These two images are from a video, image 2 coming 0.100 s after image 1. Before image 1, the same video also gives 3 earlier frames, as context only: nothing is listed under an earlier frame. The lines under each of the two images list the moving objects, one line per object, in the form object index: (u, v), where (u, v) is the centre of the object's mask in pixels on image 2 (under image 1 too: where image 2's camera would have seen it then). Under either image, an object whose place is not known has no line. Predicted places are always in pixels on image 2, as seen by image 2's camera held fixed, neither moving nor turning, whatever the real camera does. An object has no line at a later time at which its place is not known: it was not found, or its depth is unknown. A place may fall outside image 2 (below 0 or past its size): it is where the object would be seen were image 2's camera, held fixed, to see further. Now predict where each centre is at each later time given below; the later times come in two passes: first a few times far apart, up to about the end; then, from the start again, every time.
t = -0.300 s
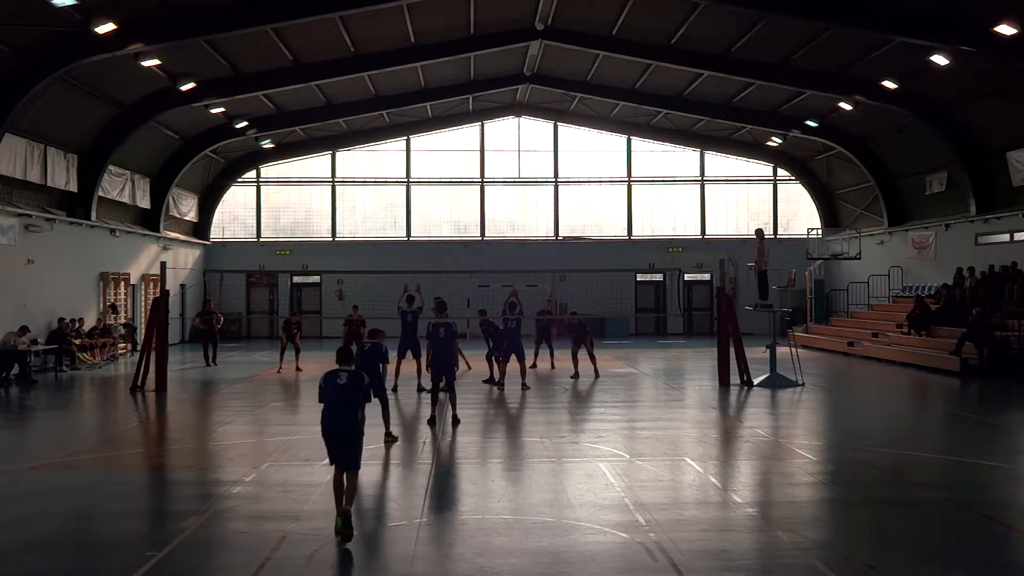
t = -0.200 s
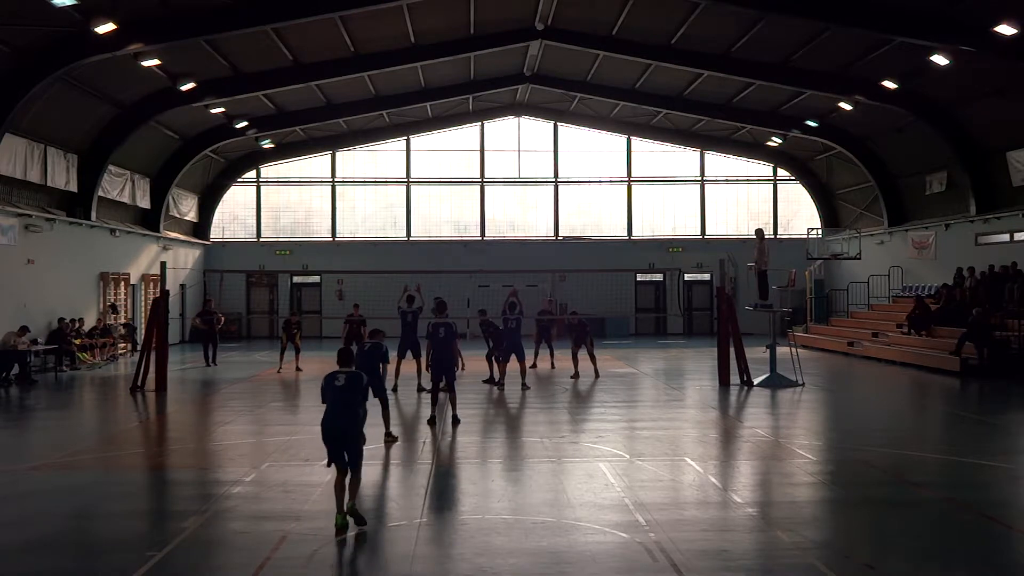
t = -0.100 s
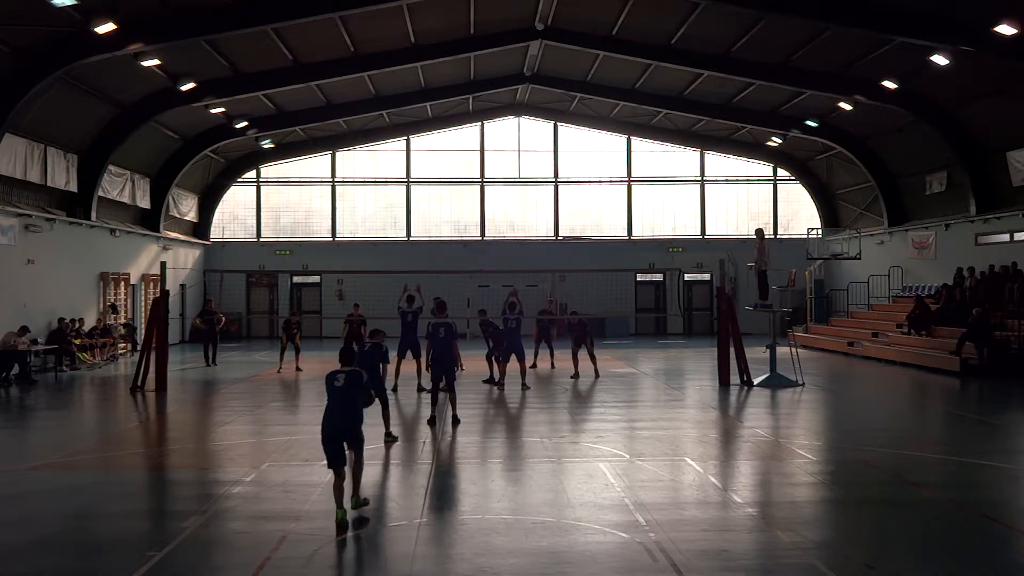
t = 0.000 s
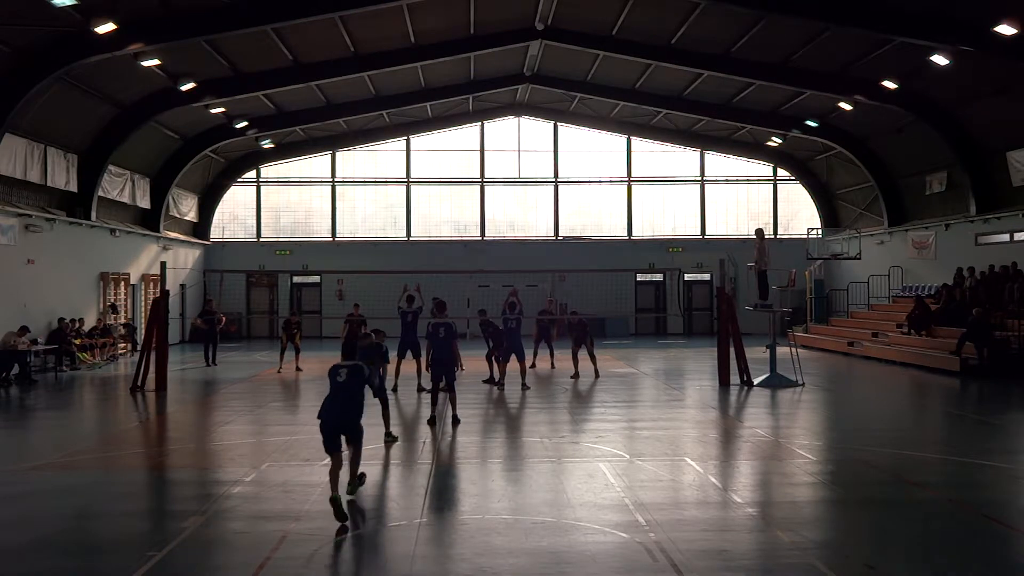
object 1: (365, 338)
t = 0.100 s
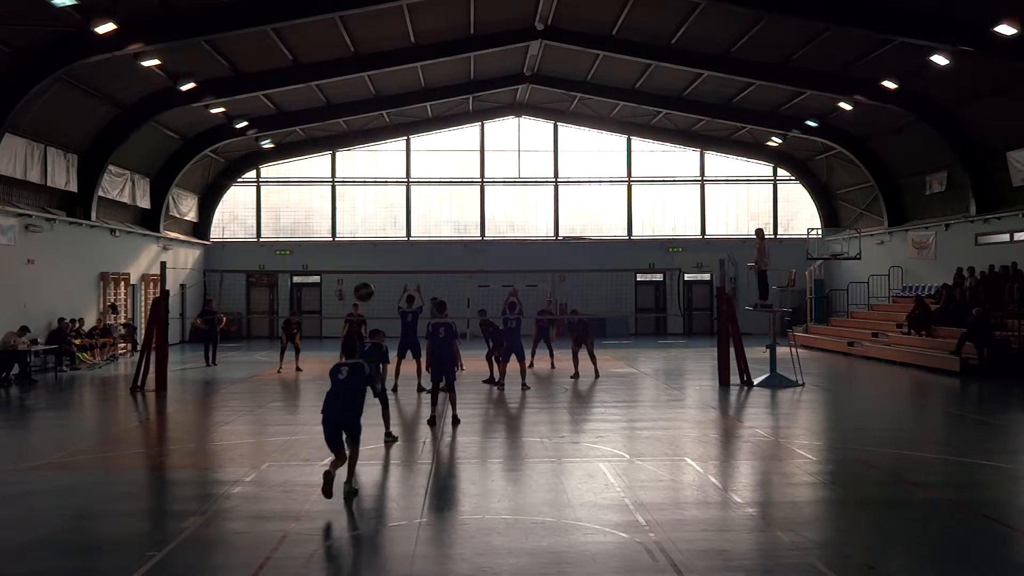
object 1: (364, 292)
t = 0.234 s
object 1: (363, 245)
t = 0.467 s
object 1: (364, 207)
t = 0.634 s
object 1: (364, 210)
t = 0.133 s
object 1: (364, 278)
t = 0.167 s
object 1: (363, 265)
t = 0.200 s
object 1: (363, 255)
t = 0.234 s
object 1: (363, 245)
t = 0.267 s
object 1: (363, 236)
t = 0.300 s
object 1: (363, 228)
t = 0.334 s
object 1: (363, 222)
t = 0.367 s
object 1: (363, 217)
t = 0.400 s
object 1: (363, 212)
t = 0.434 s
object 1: (363, 209)
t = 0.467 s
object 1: (364, 207)
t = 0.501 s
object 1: (364, 205)
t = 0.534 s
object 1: (364, 205)
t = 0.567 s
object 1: (364, 206)
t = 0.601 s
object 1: (364, 208)
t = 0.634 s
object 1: (364, 210)
